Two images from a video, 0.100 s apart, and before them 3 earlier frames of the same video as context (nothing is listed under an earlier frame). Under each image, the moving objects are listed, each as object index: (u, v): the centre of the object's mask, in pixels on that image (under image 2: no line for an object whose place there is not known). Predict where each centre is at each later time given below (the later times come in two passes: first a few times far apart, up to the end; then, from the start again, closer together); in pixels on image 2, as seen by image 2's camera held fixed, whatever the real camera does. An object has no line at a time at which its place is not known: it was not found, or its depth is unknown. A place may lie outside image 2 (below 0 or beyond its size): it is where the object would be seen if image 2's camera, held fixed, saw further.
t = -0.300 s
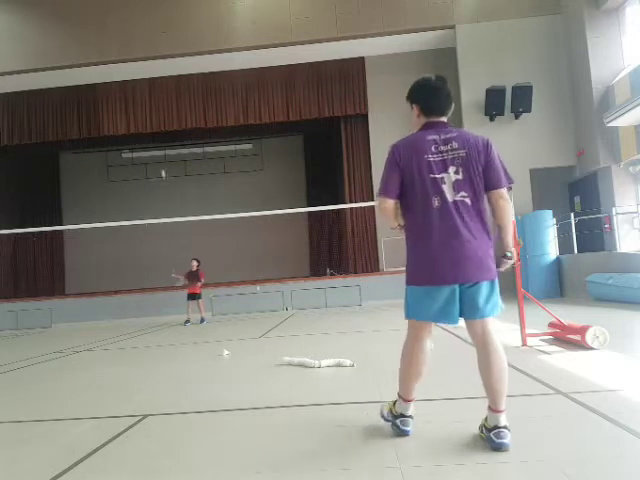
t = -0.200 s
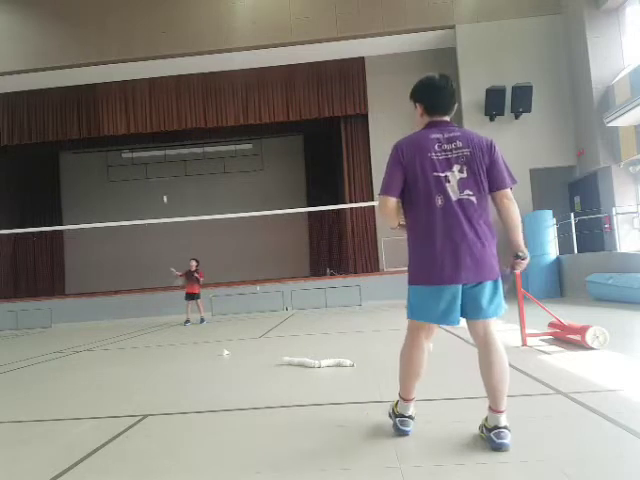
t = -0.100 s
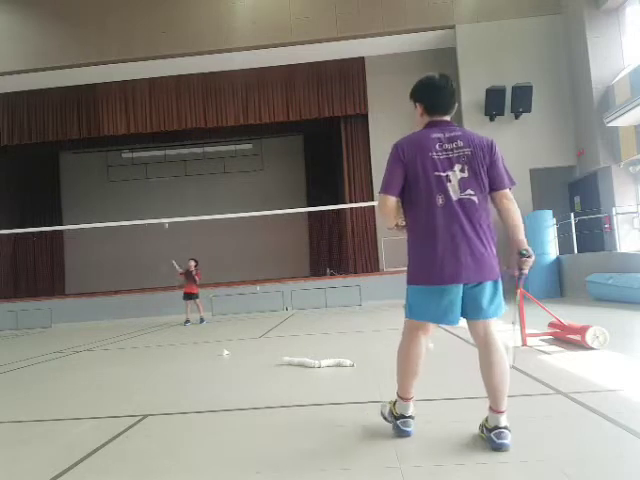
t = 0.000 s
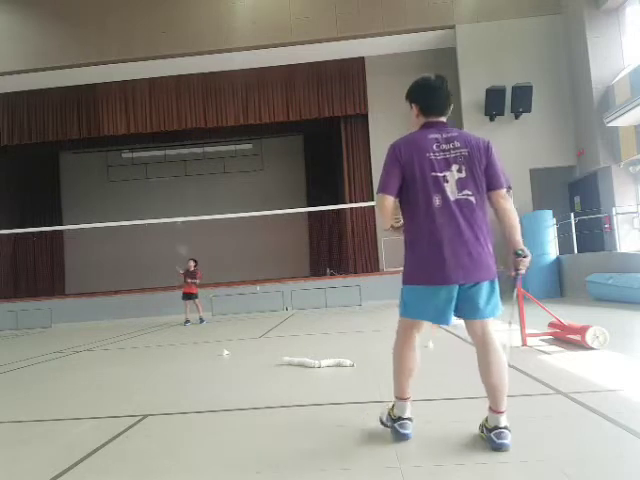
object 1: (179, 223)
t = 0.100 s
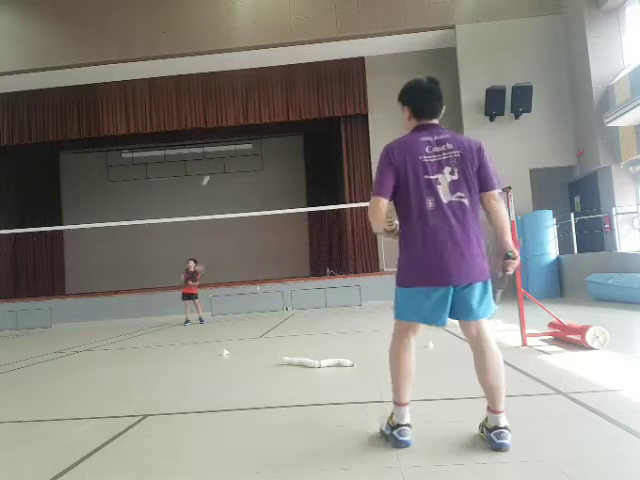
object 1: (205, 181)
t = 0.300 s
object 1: (256, 118)
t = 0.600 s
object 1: (342, 71)
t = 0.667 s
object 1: (364, 71)
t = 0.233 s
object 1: (239, 136)
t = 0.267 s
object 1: (247, 127)
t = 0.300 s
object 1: (256, 118)
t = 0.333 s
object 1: (265, 110)
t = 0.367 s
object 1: (273, 103)
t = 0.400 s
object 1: (282, 96)
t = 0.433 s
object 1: (292, 89)
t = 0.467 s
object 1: (302, 84)
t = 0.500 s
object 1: (311, 80)
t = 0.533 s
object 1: (321, 76)
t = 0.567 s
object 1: (331, 73)
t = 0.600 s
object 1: (342, 71)
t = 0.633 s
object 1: (353, 70)
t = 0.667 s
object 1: (364, 71)
